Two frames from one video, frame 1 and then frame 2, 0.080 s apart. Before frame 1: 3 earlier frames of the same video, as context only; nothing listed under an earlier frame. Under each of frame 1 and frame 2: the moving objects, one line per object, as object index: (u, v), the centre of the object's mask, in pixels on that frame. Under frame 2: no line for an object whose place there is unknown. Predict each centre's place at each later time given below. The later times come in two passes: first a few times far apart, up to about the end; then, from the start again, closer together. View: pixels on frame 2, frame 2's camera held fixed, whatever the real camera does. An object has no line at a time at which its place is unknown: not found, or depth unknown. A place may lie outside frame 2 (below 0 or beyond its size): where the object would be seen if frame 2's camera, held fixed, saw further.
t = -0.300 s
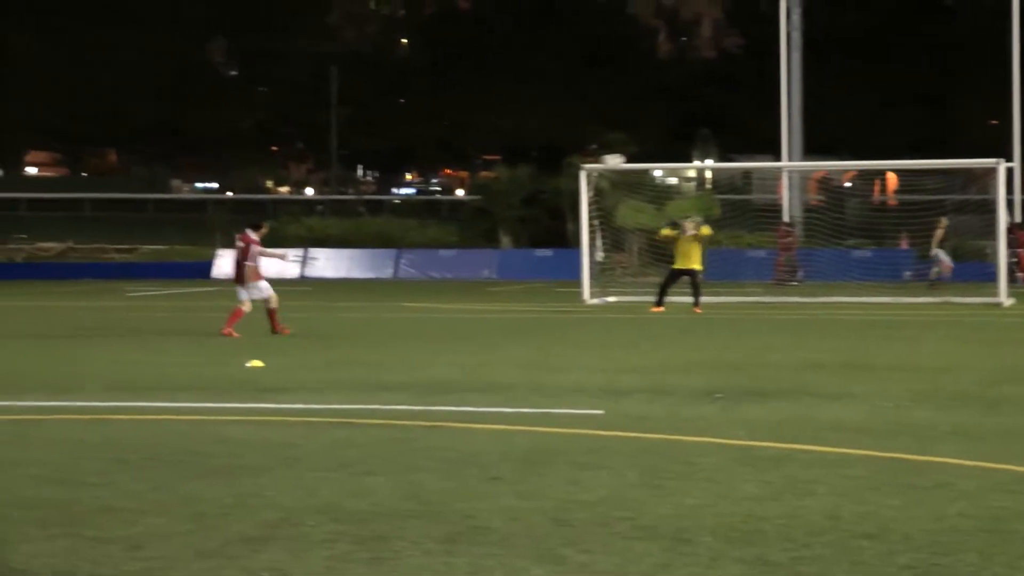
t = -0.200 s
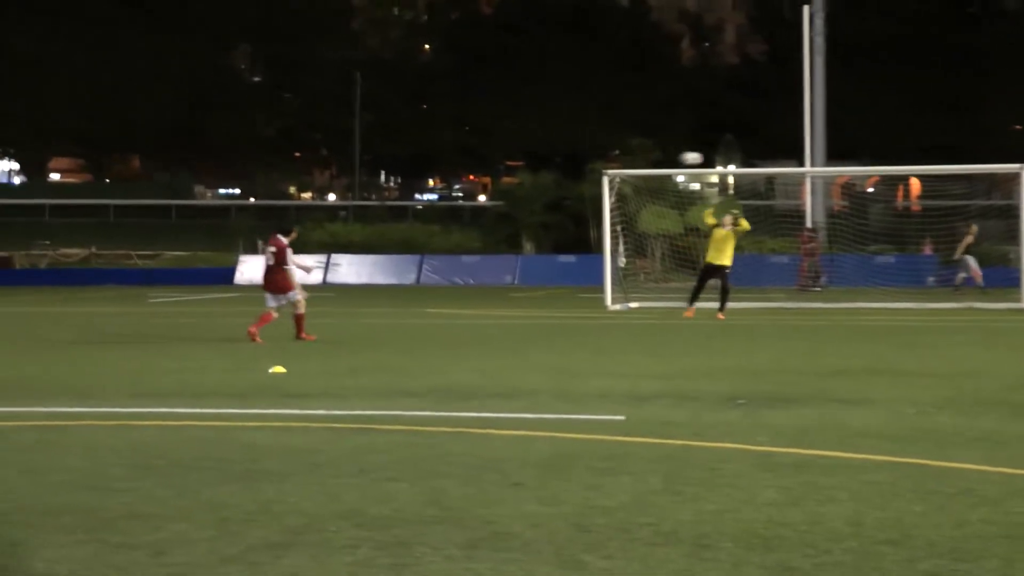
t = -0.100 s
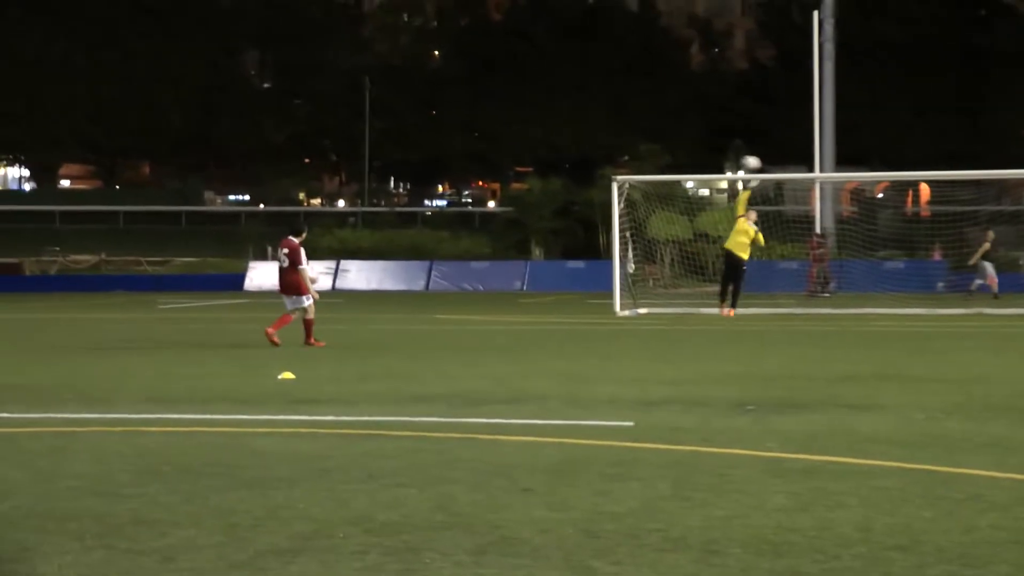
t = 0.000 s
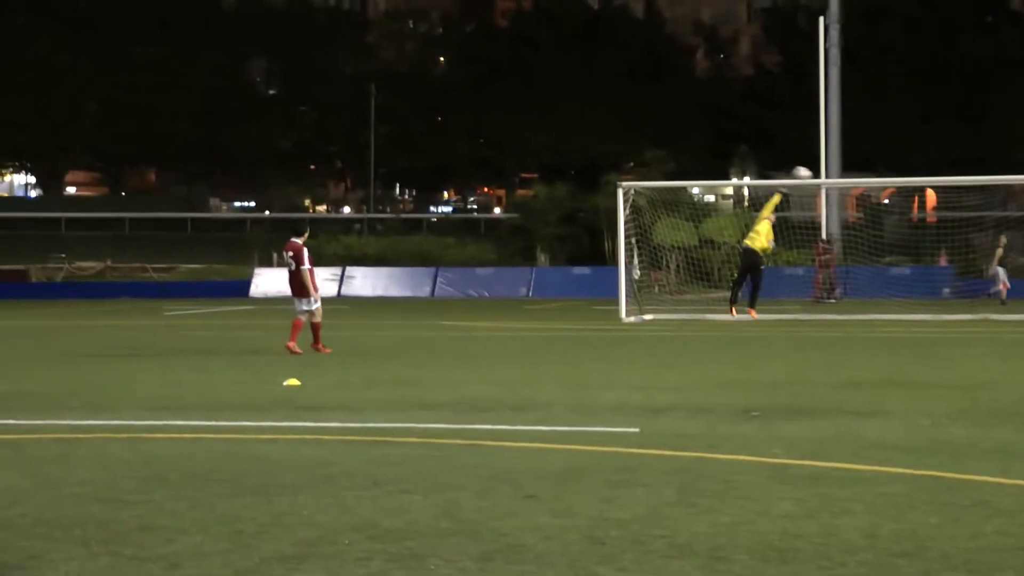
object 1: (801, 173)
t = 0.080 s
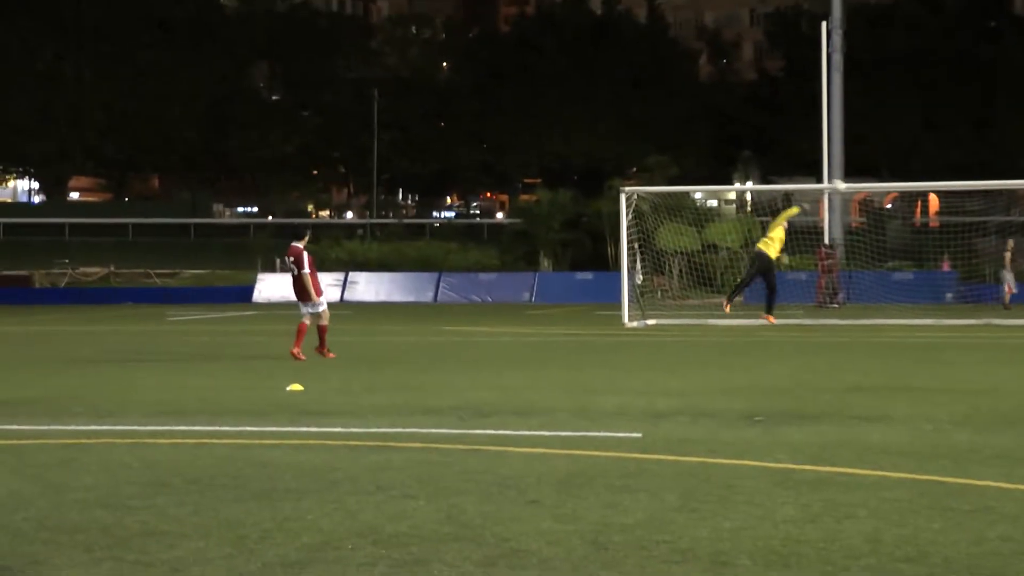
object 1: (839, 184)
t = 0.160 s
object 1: (869, 198)
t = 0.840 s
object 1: (1017, 296)
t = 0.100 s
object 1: (849, 189)
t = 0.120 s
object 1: (855, 191)
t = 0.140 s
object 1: (862, 195)
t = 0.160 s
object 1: (869, 198)
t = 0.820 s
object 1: (1015, 291)
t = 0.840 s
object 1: (1017, 296)
